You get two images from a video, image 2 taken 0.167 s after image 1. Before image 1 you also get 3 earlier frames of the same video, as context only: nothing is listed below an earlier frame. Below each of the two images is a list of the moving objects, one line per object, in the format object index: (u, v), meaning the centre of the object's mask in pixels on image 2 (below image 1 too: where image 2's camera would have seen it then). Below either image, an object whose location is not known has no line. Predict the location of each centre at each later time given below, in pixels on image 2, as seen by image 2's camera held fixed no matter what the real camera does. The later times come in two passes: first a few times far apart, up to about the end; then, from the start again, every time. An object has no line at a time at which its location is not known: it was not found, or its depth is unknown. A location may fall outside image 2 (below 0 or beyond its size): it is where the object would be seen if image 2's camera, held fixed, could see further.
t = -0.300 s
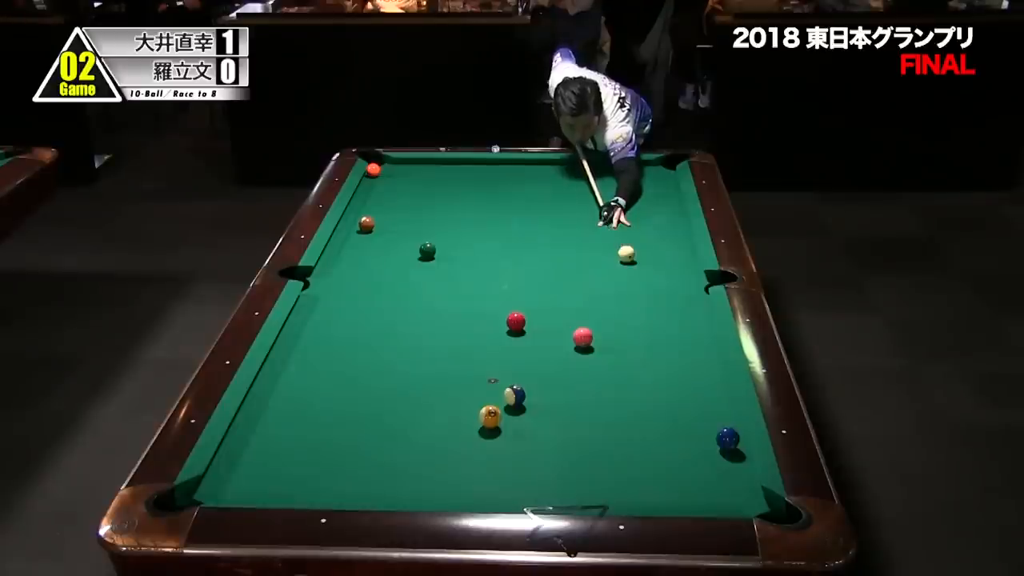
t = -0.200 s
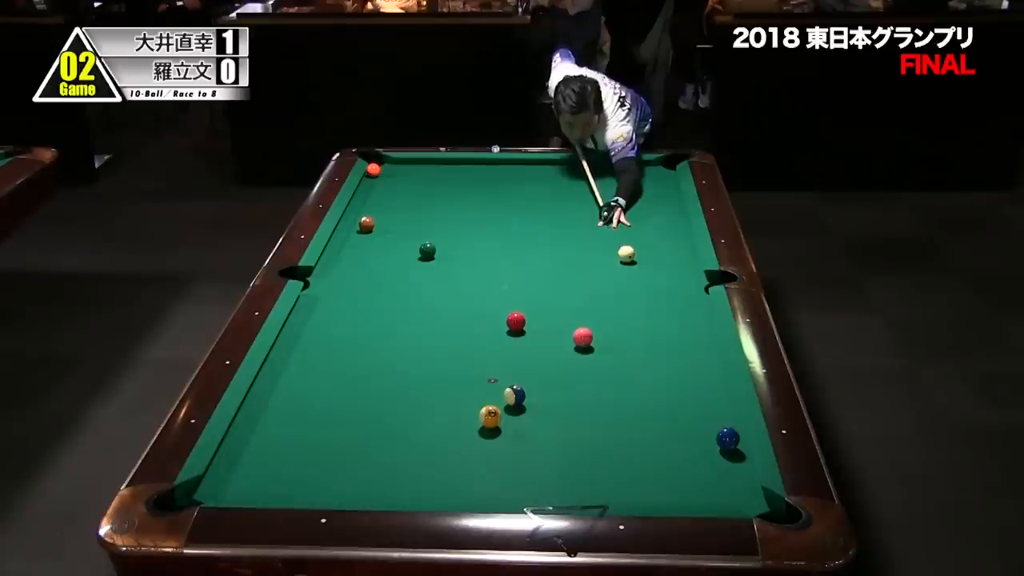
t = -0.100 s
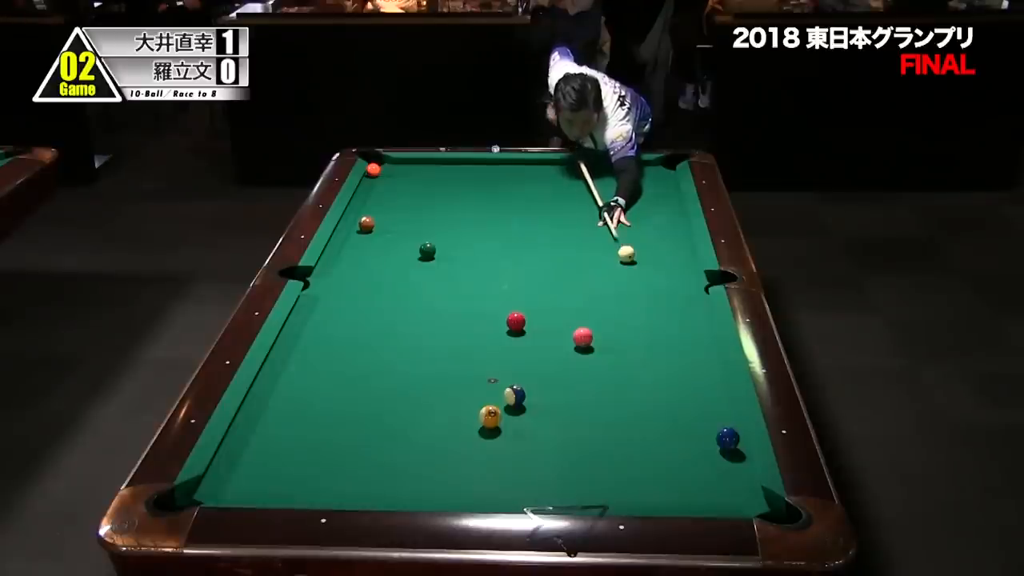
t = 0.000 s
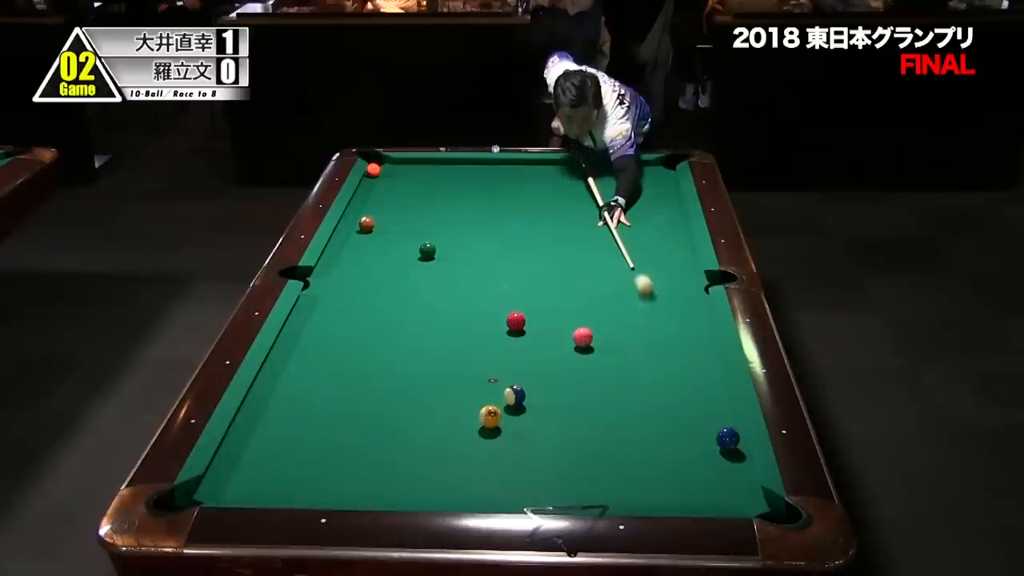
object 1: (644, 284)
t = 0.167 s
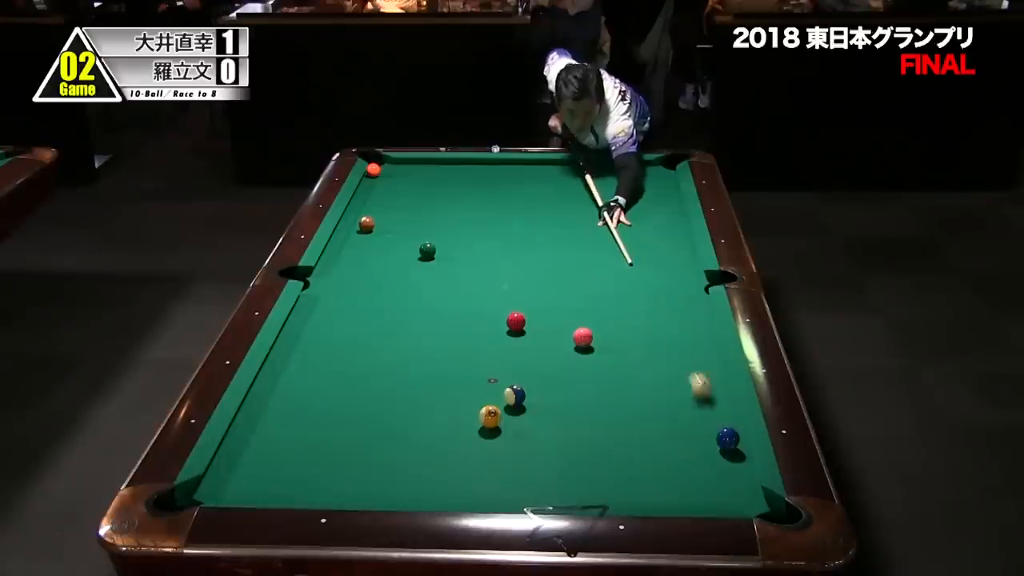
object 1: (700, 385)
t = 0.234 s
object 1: (723, 425)
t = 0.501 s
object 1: (724, 415)
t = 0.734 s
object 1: (713, 400)
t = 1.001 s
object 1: (701, 385)
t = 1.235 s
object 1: (693, 374)
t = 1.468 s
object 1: (685, 363)
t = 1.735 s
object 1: (677, 353)
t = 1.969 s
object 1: (671, 344)
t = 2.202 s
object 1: (665, 337)
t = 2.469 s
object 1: (659, 329)
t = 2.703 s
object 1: (655, 323)
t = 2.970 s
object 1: (651, 318)
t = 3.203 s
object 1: (647, 314)
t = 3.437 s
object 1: (644, 310)
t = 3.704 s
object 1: (642, 307)
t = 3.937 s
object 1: (640, 304)
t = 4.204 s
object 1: (639, 302)
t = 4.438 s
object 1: (640, 302)
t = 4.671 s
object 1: (640, 301)
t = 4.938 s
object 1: (640, 301)
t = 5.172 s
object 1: (640, 301)
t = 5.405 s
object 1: (640, 302)
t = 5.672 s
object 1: (640, 302)
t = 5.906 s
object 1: (640, 302)
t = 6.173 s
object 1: (640, 302)
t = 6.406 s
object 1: (640, 302)
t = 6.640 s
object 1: (640, 302)
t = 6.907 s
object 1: (640, 302)
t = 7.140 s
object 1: (640, 302)
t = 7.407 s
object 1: (640, 302)
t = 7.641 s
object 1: (640, 302)
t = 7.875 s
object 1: (640, 302)
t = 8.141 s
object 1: (640, 302)
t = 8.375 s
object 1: (640, 302)
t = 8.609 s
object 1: (640, 302)
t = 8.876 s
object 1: (640, 302)
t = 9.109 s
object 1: (640, 302)
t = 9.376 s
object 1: (640, 302)
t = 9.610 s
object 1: (640, 302)
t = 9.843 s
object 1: (640, 302)
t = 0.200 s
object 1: (713, 410)
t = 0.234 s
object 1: (723, 425)
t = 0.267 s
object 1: (727, 426)
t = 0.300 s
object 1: (729, 426)
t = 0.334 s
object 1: (731, 425)
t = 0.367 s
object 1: (730, 424)
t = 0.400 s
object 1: (729, 421)
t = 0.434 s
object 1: (727, 419)
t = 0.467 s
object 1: (725, 417)
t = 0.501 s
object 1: (724, 415)
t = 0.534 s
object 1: (722, 412)
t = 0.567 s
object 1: (720, 411)
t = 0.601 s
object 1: (719, 408)
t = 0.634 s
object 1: (717, 406)
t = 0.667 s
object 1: (716, 404)
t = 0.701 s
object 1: (714, 402)
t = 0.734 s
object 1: (713, 400)
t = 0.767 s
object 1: (711, 398)
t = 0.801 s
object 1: (710, 396)
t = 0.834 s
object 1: (708, 394)
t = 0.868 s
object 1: (706, 392)
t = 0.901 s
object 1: (705, 391)
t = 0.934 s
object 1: (704, 389)
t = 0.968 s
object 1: (702, 387)
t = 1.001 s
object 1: (701, 385)
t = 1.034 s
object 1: (700, 384)
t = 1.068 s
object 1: (699, 382)
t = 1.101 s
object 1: (698, 380)
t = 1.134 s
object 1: (697, 379)
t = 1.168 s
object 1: (695, 377)
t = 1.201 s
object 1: (694, 375)
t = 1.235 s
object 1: (693, 374)
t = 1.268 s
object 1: (691, 372)
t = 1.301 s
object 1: (690, 371)
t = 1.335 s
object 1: (689, 369)
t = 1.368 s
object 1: (688, 368)
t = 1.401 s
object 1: (687, 366)
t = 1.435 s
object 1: (686, 365)
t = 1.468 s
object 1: (685, 363)
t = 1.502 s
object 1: (684, 362)
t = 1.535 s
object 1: (683, 360)
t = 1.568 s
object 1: (682, 359)
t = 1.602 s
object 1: (681, 358)
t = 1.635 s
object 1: (680, 356)
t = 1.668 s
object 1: (679, 355)
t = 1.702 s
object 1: (678, 354)
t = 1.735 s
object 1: (677, 353)
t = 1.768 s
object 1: (676, 351)
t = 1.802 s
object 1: (675, 350)
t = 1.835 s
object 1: (675, 349)
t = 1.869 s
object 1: (673, 348)
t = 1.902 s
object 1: (673, 346)
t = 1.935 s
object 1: (672, 345)
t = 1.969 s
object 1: (671, 344)
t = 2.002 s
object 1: (670, 343)
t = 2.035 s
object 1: (669, 342)
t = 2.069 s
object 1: (668, 341)
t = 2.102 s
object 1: (667, 340)
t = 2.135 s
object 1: (666, 339)
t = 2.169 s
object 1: (665, 338)
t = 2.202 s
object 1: (665, 337)
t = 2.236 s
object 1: (664, 336)
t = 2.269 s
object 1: (663, 335)
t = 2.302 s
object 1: (662, 334)
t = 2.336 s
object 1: (662, 333)
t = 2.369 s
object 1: (661, 332)
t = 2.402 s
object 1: (660, 331)
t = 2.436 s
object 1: (660, 330)
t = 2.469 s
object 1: (659, 329)
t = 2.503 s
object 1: (659, 328)
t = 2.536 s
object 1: (658, 327)
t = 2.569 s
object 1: (657, 327)
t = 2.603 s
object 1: (657, 326)
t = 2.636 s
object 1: (656, 325)
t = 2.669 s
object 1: (655, 324)
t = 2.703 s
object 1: (655, 323)
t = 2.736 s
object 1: (654, 322)
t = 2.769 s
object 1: (654, 322)
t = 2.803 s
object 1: (653, 321)
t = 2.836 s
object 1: (653, 320)
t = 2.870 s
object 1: (652, 319)
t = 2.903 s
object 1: (652, 319)
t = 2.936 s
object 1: (651, 318)
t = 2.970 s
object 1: (651, 318)
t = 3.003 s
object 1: (650, 317)
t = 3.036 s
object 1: (650, 316)
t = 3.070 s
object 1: (649, 316)
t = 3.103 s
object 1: (649, 315)
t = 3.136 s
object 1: (648, 315)
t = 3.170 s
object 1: (647, 314)
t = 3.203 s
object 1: (647, 314)
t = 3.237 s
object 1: (647, 313)
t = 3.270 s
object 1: (646, 312)
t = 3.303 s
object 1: (646, 312)
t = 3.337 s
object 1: (645, 311)
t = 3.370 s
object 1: (645, 311)
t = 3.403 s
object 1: (645, 310)
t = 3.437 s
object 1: (644, 310)
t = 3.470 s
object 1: (644, 310)
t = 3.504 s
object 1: (643, 309)
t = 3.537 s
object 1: (643, 309)
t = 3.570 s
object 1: (643, 308)
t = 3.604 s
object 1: (642, 308)
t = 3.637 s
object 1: (642, 307)
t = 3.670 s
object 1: (642, 307)
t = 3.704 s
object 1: (642, 307)
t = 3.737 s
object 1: (642, 306)
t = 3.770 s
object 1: (641, 306)
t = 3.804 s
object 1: (641, 306)
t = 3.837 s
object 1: (641, 305)
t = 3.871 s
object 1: (641, 305)
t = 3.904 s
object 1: (640, 305)
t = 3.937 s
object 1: (640, 304)
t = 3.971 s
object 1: (640, 304)
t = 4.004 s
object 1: (640, 304)
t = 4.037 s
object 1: (639, 304)
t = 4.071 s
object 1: (639, 303)
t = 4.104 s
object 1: (639, 303)
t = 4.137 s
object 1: (639, 303)
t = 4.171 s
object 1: (639, 303)
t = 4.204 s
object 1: (639, 302)
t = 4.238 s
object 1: (639, 302)
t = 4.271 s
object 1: (639, 302)
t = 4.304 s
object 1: (639, 302)
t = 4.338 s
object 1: (639, 302)
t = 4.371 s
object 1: (639, 302)
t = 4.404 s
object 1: (639, 302)
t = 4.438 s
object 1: (640, 302)
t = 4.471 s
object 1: (640, 301)
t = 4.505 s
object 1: (640, 301)
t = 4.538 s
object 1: (640, 301)
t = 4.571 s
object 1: (640, 301)
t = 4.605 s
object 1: (640, 301)
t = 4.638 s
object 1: (640, 301)
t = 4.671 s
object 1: (640, 301)
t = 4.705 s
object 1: (640, 301)
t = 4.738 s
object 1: (640, 301)
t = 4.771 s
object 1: (640, 301)
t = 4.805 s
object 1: (640, 301)
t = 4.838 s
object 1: (640, 301)
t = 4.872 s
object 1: (640, 301)
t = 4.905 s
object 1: (640, 301)
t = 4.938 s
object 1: (640, 301)
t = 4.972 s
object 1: (640, 302)
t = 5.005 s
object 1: (640, 302)
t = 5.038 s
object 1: (640, 301)
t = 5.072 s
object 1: (640, 302)
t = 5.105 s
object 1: (640, 302)
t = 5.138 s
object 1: (640, 301)
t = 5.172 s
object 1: (640, 301)
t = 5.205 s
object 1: (640, 302)
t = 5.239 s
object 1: (640, 301)
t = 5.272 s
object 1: (640, 302)
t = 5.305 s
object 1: (640, 302)
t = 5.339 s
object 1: (640, 302)
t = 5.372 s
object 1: (640, 302)
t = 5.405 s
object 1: (640, 302)
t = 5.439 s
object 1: (640, 302)
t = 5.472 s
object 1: (640, 302)
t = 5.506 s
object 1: (640, 302)
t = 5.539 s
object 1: (640, 302)
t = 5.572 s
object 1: (640, 302)
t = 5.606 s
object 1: (640, 302)
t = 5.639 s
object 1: (640, 302)
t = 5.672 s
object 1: (640, 302)
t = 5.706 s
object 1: (640, 302)
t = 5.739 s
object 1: (640, 302)
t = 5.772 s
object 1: (640, 302)
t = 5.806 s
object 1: (640, 302)
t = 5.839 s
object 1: (640, 302)
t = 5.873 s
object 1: (640, 302)
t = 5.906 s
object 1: (640, 302)
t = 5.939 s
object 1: (640, 302)
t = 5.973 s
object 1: (640, 302)
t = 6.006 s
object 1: (640, 302)
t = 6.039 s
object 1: (640, 302)
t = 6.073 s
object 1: (640, 302)
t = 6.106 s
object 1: (640, 302)
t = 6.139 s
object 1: (640, 302)
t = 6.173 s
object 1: (640, 302)
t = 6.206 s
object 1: (640, 302)
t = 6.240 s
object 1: (640, 302)
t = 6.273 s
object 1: (640, 302)
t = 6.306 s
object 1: (640, 302)
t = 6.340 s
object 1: (640, 302)
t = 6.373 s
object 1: (640, 302)
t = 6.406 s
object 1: (640, 302)
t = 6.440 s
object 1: (640, 302)
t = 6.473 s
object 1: (640, 302)
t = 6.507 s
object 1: (640, 302)
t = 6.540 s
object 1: (640, 302)
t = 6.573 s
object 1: (640, 302)
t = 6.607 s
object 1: (640, 302)
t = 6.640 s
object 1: (640, 302)
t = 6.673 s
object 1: (640, 302)
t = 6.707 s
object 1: (640, 302)
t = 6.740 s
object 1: (640, 302)
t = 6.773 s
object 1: (640, 302)
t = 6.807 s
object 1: (640, 302)
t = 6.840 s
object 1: (640, 302)
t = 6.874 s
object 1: (640, 302)
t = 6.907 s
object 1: (640, 302)
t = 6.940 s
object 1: (640, 302)
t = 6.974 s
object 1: (640, 302)
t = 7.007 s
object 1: (640, 302)
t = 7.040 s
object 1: (640, 302)
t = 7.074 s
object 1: (640, 302)
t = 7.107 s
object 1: (640, 302)
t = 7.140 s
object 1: (640, 302)
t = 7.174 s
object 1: (640, 302)
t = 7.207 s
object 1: (640, 302)
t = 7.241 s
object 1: (640, 302)
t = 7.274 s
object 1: (640, 302)
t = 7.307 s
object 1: (640, 302)
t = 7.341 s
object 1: (640, 302)
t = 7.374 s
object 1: (640, 302)
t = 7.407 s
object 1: (640, 302)
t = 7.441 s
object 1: (640, 302)
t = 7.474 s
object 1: (640, 302)
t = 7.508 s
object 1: (640, 302)
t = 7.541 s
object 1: (640, 302)
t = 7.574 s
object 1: (640, 302)
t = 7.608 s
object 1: (640, 302)
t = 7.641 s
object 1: (640, 302)
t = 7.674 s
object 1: (640, 302)
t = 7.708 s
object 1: (640, 302)
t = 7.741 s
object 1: (640, 302)
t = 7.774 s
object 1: (640, 302)
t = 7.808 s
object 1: (640, 302)
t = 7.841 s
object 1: (640, 302)
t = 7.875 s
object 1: (640, 302)
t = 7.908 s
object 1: (640, 302)
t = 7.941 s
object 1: (640, 302)
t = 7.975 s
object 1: (640, 302)
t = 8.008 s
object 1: (640, 302)
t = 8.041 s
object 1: (640, 302)
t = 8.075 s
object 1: (640, 302)
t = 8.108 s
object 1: (640, 302)
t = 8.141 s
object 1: (640, 302)
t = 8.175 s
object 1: (640, 302)
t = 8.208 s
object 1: (640, 302)
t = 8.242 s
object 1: (640, 302)
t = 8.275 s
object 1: (640, 302)
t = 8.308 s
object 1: (640, 302)
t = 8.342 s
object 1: (640, 302)
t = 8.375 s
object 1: (640, 302)
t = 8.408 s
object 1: (640, 302)
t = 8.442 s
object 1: (640, 302)
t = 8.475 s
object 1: (640, 302)
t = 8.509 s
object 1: (640, 302)
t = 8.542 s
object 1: (640, 302)
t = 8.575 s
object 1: (640, 302)
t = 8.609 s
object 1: (640, 302)
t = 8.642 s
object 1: (640, 302)
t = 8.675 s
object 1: (640, 302)
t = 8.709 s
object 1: (640, 302)
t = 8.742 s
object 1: (640, 302)
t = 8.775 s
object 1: (640, 302)
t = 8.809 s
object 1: (640, 302)
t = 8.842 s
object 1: (640, 302)
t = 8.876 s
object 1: (640, 302)
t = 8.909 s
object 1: (640, 302)
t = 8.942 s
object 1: (640, 302)
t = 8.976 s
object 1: (640, 302)
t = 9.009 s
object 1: (640, 302)
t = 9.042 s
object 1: (640, 302)
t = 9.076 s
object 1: (640, 302)
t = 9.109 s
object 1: (640, 302)
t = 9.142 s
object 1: (640, 302)
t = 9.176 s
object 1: (640, 302)
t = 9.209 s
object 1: (640, 302)
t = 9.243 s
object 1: (640, 302)
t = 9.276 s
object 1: (640, 302)
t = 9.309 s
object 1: (640, 302)
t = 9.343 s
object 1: (640, 302)
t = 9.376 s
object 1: (640, 302)
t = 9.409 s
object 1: (640, 302)
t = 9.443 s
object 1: (640, 302)
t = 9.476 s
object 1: (640, 302)
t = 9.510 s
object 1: (640, 302)
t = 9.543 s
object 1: (640, 302)
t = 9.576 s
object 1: (640, 302)
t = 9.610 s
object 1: (640, 302)
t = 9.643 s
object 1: (640, 302)
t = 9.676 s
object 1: (640, 302)
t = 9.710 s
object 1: (640, 302)
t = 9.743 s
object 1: (640, 302)
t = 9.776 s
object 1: (640, 302)
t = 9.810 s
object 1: (640, 302)
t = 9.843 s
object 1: (640, 302)
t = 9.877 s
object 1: (640, 302)
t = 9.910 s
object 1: (640, 302)
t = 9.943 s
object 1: (640, 302)
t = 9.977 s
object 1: (640, 302)
